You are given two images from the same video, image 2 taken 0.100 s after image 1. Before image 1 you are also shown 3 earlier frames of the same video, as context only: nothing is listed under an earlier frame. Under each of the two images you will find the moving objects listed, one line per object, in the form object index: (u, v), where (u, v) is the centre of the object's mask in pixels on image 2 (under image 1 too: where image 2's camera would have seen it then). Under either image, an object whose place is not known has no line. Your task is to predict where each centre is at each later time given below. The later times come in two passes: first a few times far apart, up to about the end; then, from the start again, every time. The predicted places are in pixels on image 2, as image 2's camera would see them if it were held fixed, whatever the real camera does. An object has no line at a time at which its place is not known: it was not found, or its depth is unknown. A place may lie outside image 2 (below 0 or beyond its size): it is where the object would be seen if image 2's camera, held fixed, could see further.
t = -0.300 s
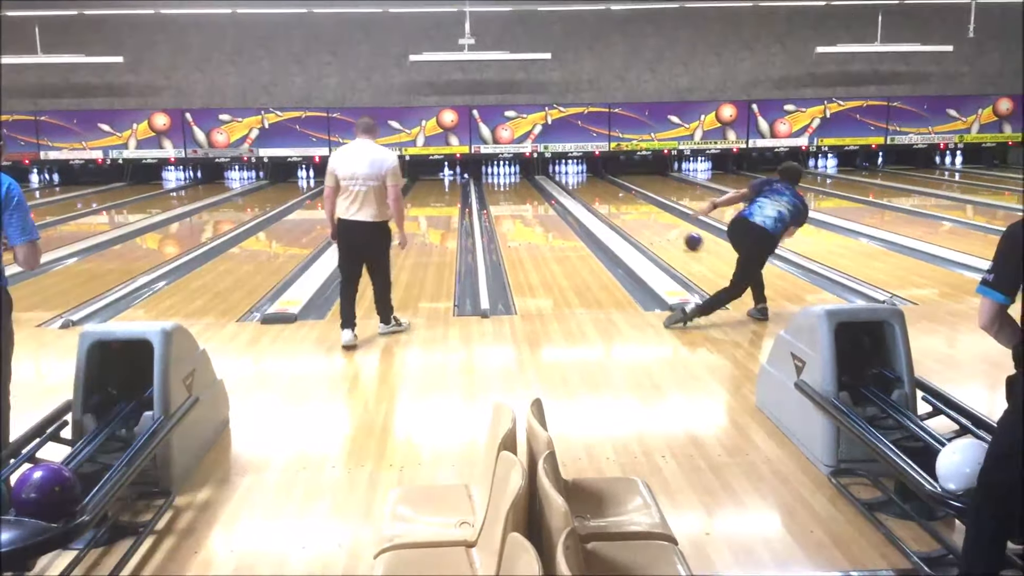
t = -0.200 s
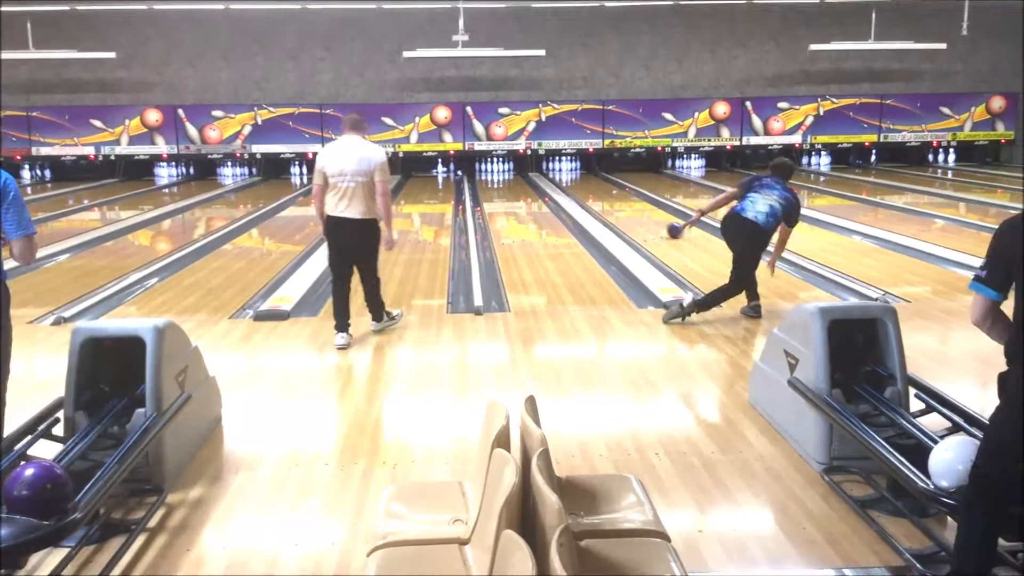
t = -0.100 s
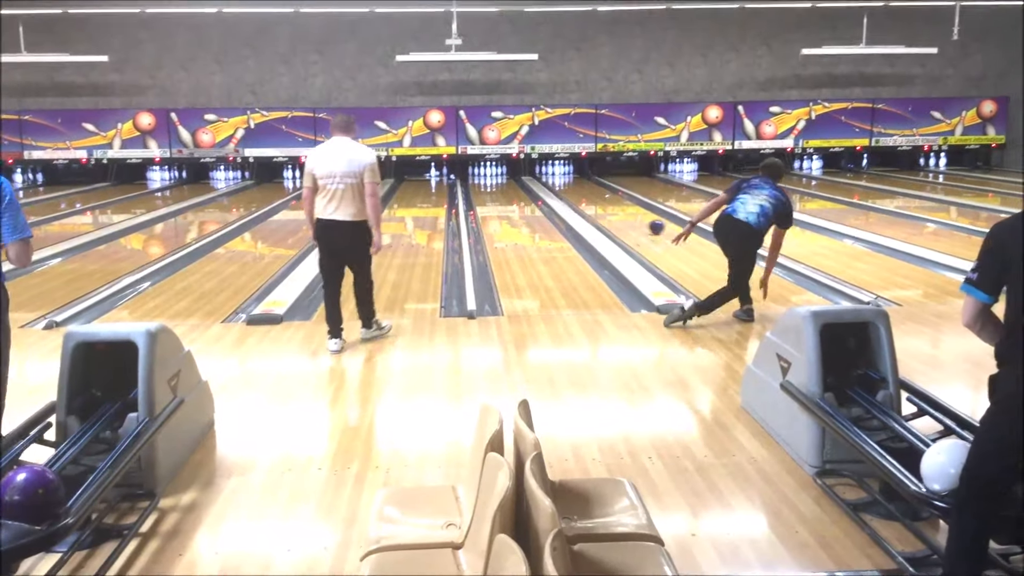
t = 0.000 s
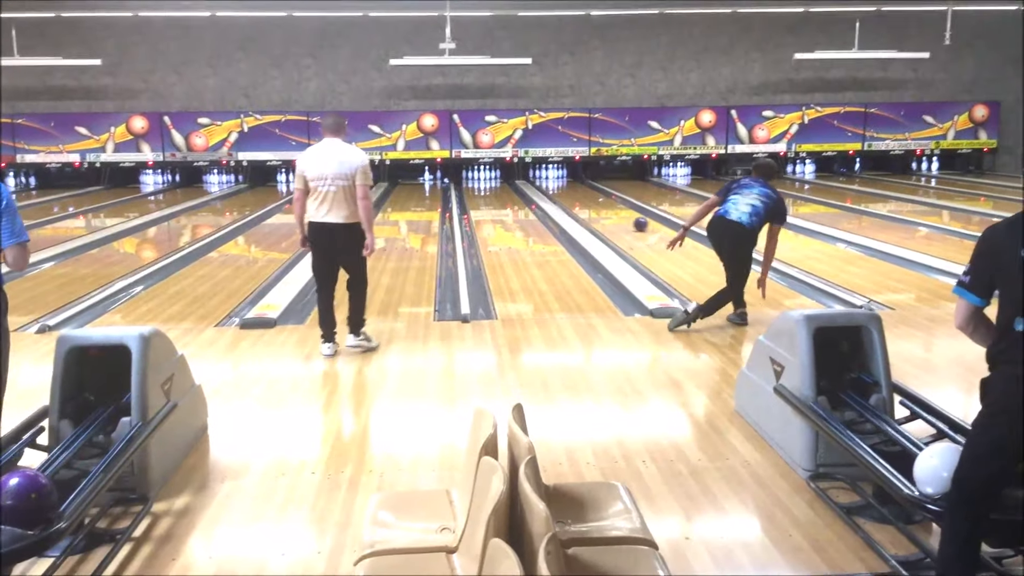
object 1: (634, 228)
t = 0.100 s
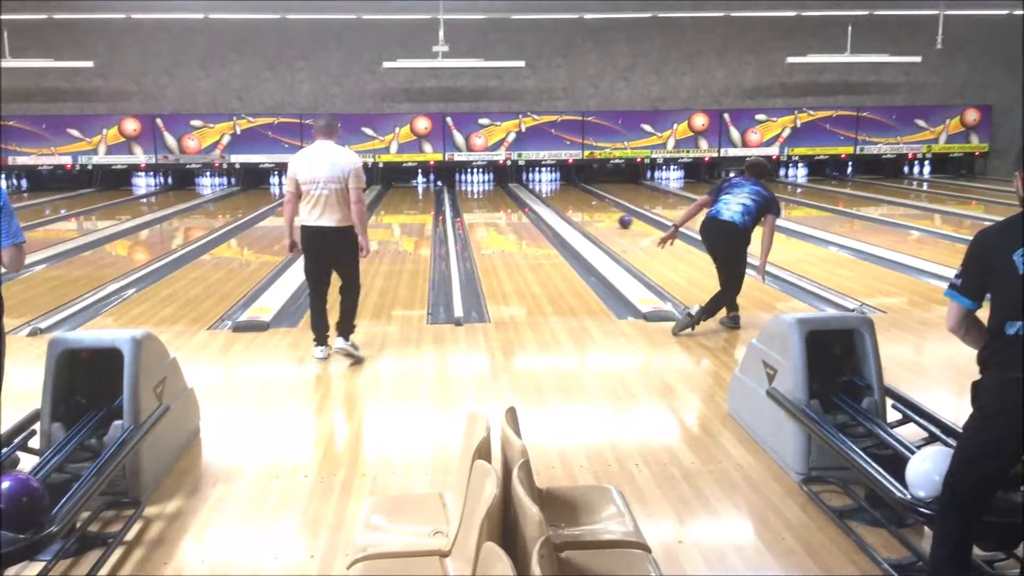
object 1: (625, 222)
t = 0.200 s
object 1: (617, 216)
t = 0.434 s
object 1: (601, 206)
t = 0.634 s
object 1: (590, 198)
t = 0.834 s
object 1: (581, 192)
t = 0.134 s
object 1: (622, 220)
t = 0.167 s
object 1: (619, 218)
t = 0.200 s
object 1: (617, 216)
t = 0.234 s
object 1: (615, 215)
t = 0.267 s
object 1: (613, 213)
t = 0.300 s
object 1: (610, 212)
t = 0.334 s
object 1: (608, 210)
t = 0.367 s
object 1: (606, 208)
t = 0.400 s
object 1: (604, 207)
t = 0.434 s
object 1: (601, 206)
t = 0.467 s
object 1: (600, 205)
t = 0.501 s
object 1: (598, 203)
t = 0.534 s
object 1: (595, 202)
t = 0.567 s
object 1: (594, 201)
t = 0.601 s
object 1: (592, 201)
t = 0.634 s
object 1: (590, 198)
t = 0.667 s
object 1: (588, 198)
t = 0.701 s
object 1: (588, 197)
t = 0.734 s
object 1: (585, 195)
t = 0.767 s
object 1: (584, 194)
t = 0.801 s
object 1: (582, 194)
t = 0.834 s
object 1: (581, 192)
